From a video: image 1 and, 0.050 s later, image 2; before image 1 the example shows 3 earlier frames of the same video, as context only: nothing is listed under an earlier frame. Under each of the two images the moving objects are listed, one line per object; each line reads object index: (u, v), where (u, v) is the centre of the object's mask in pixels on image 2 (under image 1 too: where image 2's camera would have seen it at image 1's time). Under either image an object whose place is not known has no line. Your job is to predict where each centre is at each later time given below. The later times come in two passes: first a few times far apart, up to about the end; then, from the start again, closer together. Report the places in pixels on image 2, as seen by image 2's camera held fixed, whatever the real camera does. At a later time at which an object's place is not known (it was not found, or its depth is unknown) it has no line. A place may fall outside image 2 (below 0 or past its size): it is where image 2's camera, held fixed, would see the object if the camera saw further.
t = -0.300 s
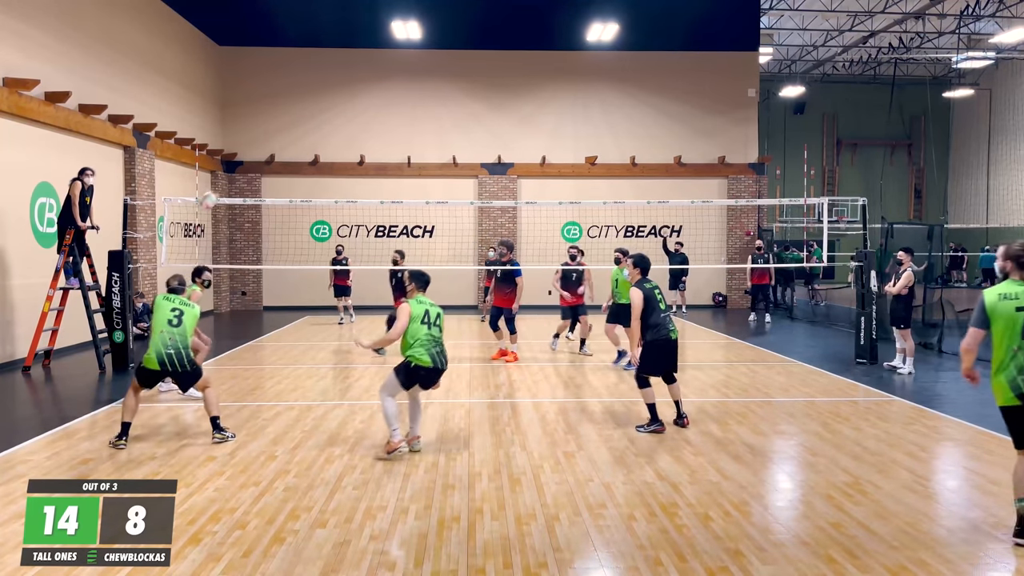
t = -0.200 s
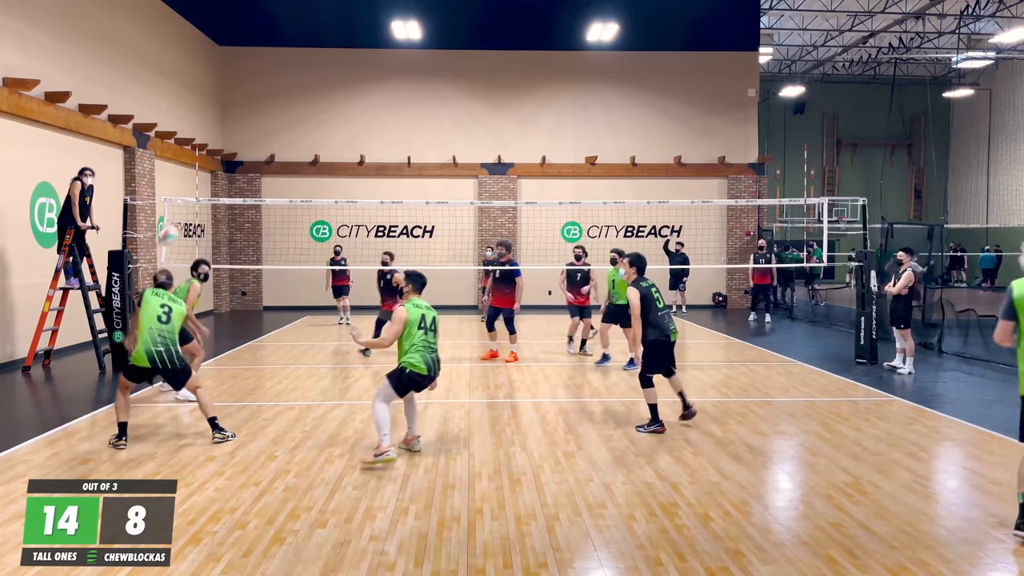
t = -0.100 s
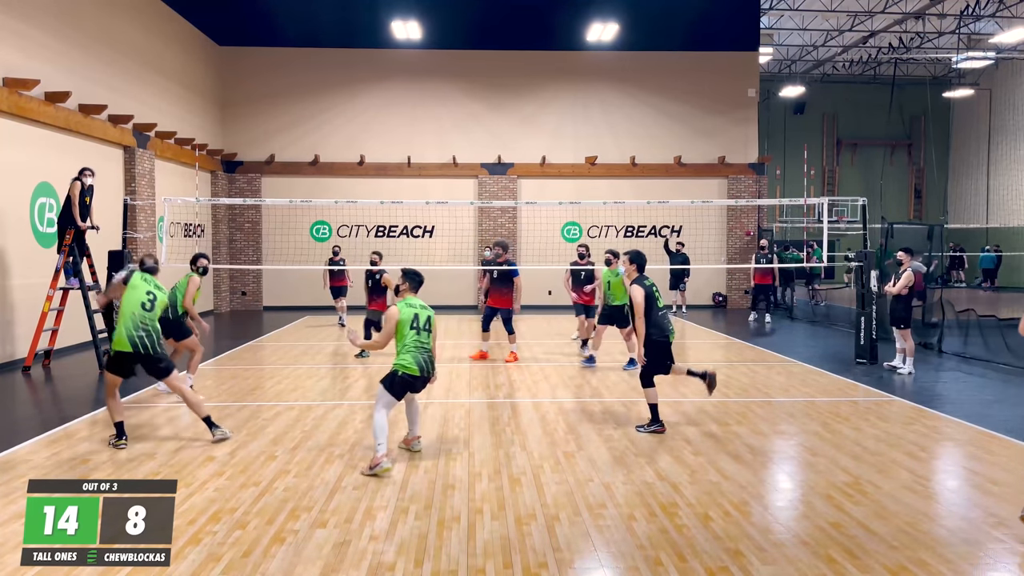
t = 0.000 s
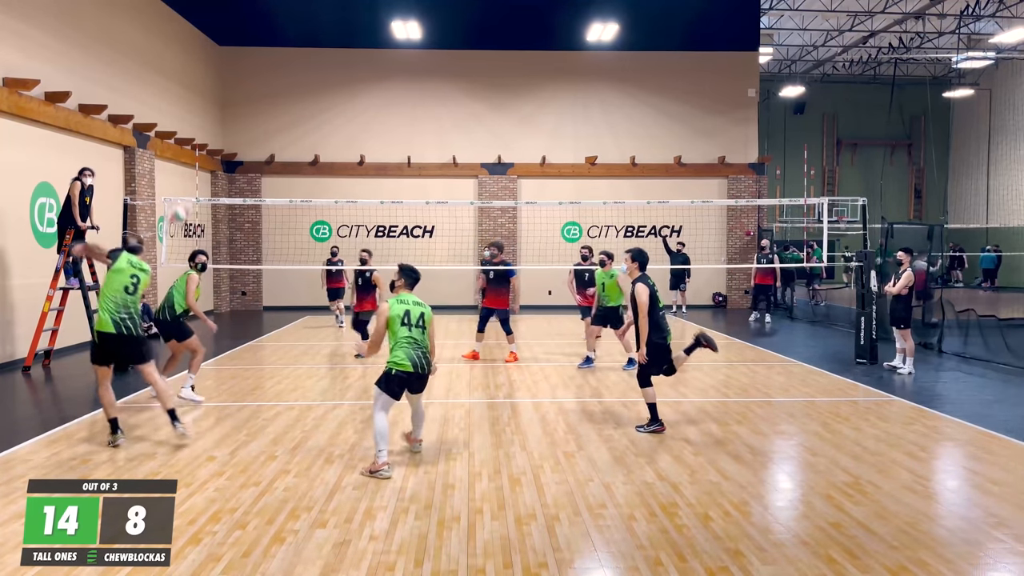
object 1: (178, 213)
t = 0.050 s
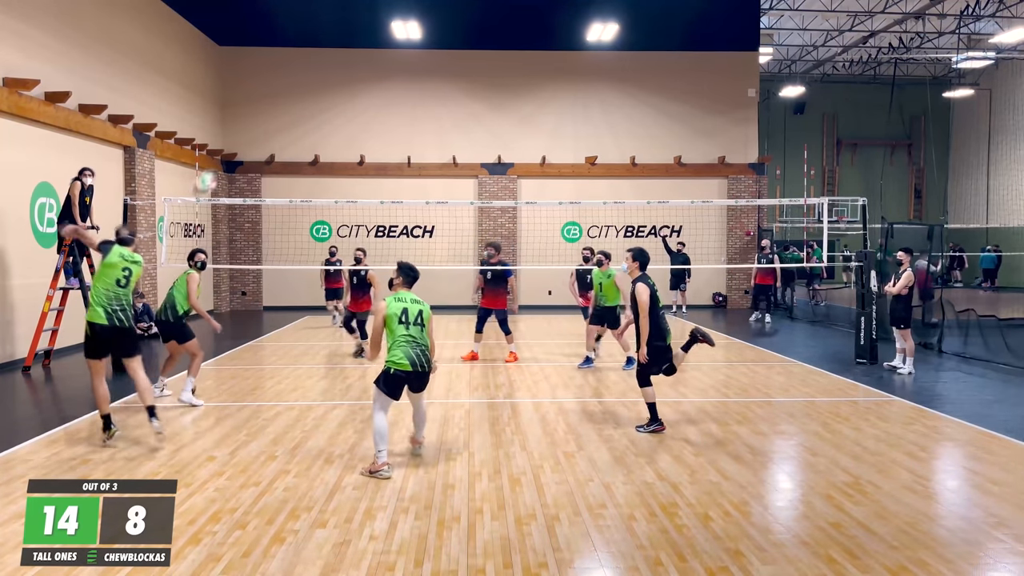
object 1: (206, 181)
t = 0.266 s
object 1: (307, 100)
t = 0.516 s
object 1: (407, 73)
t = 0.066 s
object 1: (214, 173)
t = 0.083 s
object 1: (221, 168)
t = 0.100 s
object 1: (229, 159)
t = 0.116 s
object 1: (237, 153)
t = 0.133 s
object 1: (245, 144)
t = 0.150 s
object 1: (254, 137)
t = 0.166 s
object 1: (261, 130)
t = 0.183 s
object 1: (269, 124)
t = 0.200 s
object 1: (276, 118)
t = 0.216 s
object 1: (284, 113)
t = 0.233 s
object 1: (292, 109)
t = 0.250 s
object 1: (299, 105)
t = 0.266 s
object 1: (307, 100)
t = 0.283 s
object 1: (313, 95)
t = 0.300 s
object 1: (321, 92)
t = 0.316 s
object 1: (327, 89)
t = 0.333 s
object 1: (334, 86)
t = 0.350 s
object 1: (341, 83)
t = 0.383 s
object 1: (355, 80)
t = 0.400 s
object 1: (362, 78)
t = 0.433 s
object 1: (375, 75)
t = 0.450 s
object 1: (382, 74)
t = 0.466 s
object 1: (388, 73)
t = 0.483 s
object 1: (394, 72)
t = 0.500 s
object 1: (401, 72)
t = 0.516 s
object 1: (407, 73)
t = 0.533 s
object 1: (413, 73)
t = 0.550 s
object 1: (419, 73)
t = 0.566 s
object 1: (425, 74)
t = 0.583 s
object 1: (431, 75)
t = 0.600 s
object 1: (437, 75)
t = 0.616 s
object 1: (442, 77)
